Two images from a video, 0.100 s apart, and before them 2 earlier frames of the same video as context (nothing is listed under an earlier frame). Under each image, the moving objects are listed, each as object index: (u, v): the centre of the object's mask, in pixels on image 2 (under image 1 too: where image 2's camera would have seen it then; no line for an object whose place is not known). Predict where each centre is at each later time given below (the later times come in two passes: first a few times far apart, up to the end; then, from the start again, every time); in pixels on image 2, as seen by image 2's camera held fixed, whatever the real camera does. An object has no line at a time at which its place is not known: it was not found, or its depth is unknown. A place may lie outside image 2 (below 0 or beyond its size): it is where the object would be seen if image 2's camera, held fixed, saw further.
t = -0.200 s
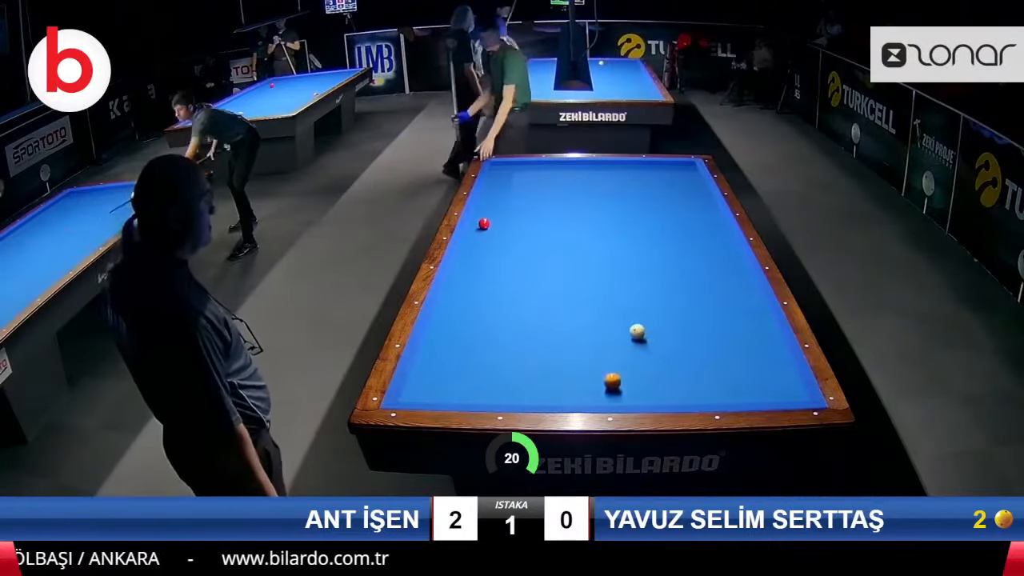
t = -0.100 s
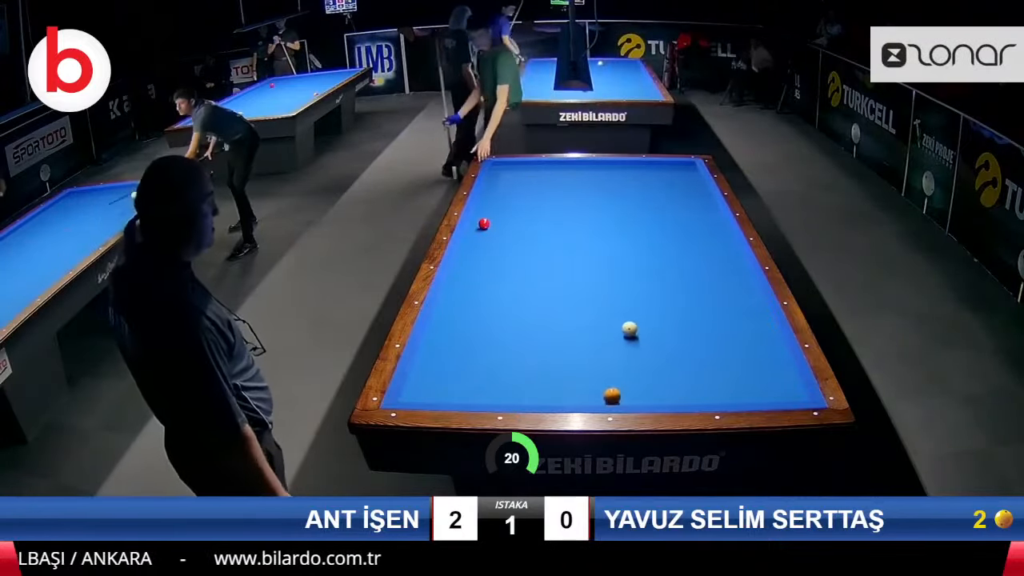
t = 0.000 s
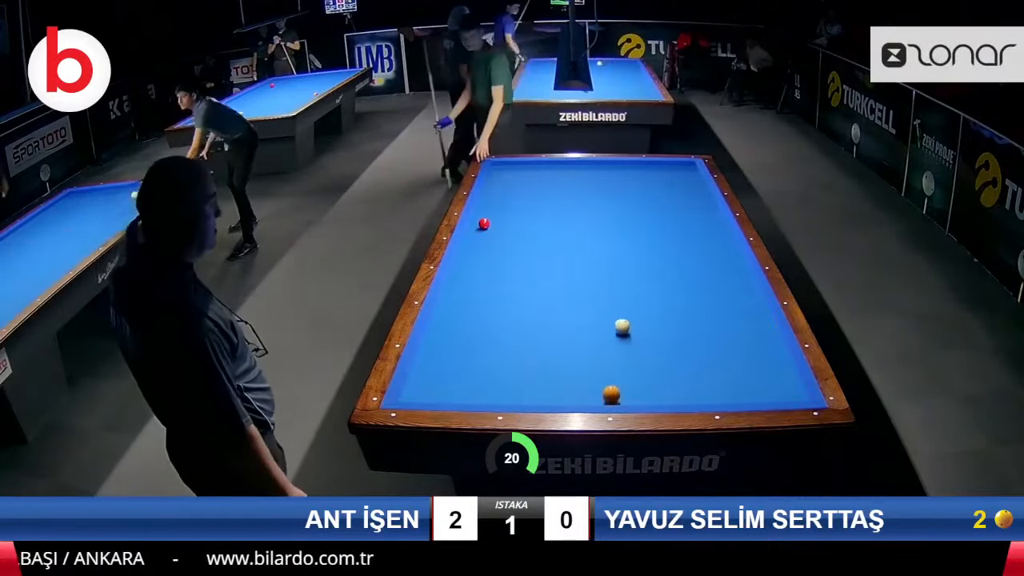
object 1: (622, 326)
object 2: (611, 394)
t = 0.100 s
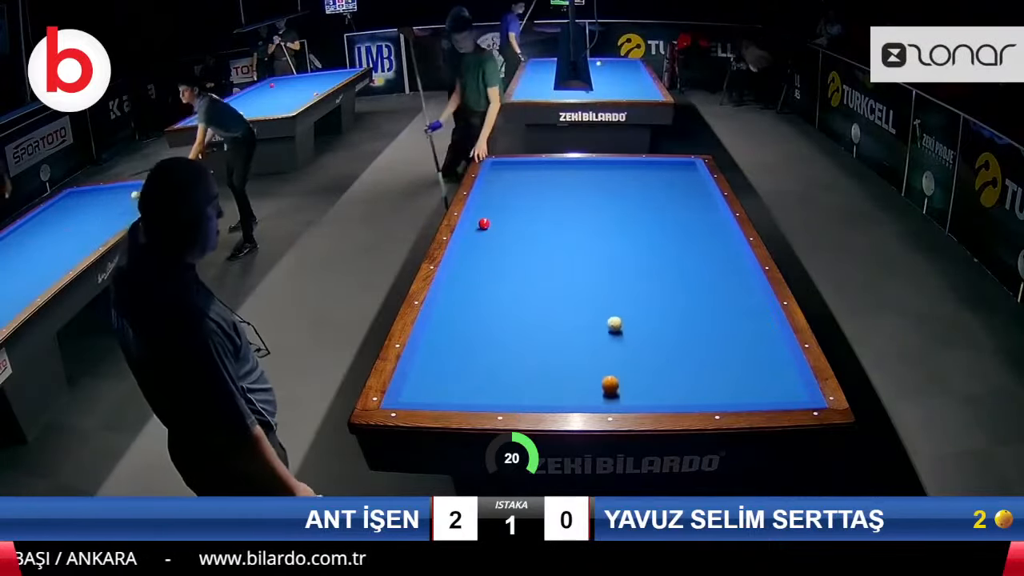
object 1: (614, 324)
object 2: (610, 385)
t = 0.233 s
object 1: (605, 320)
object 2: (609, 374)
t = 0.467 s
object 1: (588, 315)
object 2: (606, 356)
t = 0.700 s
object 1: (573, 310)
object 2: (604, 341)
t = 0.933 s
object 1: (558, 305)
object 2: (603, 325)
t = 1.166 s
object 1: (544, 301)
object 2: (601, 312)
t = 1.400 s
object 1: (531, 297)
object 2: (599, 300)
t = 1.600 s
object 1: (520, 293)
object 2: (598, 291)
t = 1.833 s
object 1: (509, 290)
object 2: (597, 281)
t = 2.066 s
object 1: (498, 286)
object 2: (595, 271)
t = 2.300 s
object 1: (487, 283)
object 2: (594, 263)
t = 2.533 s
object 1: (478, 280)
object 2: (592, 254)
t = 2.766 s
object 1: (468, 277)
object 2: (591, 247)
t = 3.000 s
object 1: (460, 274)
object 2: (590, 240)
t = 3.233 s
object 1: (457, 272)
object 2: (589, 233)
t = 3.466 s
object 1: (462, 270)
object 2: (589, 227)
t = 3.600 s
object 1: (464, 269)
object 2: (588, 224)
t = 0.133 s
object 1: (612, 323)
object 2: (610, 382)
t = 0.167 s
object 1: (609, 322)
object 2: (609, 379)
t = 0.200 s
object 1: (607, 322)
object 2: (609, 377)
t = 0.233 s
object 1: (605, 320)
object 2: (609, 374)
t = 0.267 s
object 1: (602, 320)
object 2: (609, 371)
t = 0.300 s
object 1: (600, 319)
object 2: (608, 369)
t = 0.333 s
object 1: (597, 318)
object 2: (608, 366)
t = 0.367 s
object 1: (595, 318)
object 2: (607, 363)
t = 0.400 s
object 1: (593, 317)
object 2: (607, 361)
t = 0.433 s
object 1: (591, 316)
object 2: (607, 359)
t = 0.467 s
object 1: (588, 315)
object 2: (606, 356)
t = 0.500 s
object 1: (586, 315)
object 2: (606, 354)
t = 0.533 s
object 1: (584, 314)
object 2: (606, 352)
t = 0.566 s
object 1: (582, 313)
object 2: (605, 349)
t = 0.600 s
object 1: (579, 312)
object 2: (605, 347)
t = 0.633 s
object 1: (577, 312)
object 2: (605, 345)
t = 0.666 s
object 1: (575, 311)
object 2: (605, 343)
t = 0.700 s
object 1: (573, 310)
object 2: (604, 341)
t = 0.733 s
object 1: (571, 310)
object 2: (604, 338)
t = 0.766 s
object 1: (568, 309)
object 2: (604, 336)
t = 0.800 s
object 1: (567, 308)
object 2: (604, 334)
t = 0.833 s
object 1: (564, 307)
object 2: (603, 332)
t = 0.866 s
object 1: (562, 307)
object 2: (603, 330)
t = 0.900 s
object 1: (560, 306)
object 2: (603, 328)
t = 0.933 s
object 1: (558, 305)
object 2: (603, 325)
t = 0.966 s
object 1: (556, 305)
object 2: (602, 324)
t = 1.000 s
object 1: (554, 304)
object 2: (602, 322)
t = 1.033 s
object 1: (552, 304)
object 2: (602, 320)
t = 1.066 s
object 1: (550, 303)
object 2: (602, 318)
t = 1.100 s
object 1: (548, 302)
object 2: (601, 316)
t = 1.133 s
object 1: (546, 301)
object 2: (601, 315)
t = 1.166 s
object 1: (544, 301)
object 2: (601, 312)
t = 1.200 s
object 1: (542, 300)
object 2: (600, 311)
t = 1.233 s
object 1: (540, 300)
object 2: (600, 309)
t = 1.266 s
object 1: (538, 299)
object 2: (600, 307)
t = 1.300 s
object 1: (537, 298)
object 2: (600, 305)
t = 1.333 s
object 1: (535, 298)
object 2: (600, 303)
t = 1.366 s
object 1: (533, 297)
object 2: (599, 302)
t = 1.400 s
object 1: (531, 297)
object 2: (599, 300)
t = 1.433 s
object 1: (529, 296)
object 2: (599, 299)
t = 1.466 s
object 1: (528, 296)
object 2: (599, 297)
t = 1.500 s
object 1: (526, 295)
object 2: (598, 295)
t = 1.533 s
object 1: (524, 294)
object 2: (598, 294)
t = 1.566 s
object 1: (522, 294)
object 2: (598, 292)
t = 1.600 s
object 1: (520, 293)
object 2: (598, 291)
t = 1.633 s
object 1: (519, 293)
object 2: (598, 289)
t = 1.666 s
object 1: (517, 292)
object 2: (597, 288)
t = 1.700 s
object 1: (515, 292)
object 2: (597, 286)
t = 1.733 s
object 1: (514, 291)
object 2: (597, 285)
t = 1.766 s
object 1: (512, 291)
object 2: (597, 284)
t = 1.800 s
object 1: (510, 290)
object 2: (597, 282)
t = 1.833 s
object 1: (509, 290)
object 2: (597, 281)
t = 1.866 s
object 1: (507, 289)
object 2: (596, 279)
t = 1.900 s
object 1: (505, 289)
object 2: (596, 278)
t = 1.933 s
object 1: (504, 288)
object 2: (596, 277)
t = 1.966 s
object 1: (502, 288)
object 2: (596, 275)
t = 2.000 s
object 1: (501, 287)
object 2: (596, 274)
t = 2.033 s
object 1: (499, 287)
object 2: (595, 273)
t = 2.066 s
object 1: (498, 286)
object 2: (595, 271)
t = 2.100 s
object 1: (496, 286)
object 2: (595, 270)
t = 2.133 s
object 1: (495, 285)
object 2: (595, 269)
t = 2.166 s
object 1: (493, 285)
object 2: (594, 267)
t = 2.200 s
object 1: (492, 284)
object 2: (594, 266)
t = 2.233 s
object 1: (490, 284)
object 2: (594, 265)
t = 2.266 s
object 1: (489, 283)
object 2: (594, 264)
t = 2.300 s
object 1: (487, 283)
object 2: (594, 263)
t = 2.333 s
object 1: (486, 282)
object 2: (593, 261)
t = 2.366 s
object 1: (484, 282)
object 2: (593, 260)
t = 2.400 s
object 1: (483, 282)
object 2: (593, 259)
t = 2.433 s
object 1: (482, 281)
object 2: (593, 258)
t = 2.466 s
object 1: (480, 281)
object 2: (593, 257)
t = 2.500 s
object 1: (479, 280)
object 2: (592, 255)
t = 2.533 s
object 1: (478, 280)
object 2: (592, 254)
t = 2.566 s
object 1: (476, 279)
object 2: (592, 253)
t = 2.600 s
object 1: (475, 279)
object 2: (592, 252)
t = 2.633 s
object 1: (473, 279)
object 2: (592, 251)
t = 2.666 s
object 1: (472, 278)
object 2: (591, 250)
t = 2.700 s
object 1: (471, 278)
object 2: (591, 249)
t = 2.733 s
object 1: (470, 277)
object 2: (591, 248)
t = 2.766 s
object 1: (468, 277)
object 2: (591, 247)
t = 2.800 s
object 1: (467, 276)
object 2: (591, 246)
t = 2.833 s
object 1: (466, 276)
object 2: (591, 245)
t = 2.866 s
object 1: (465, 275)
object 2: (591, 244)
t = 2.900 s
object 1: (464, 275)
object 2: (590, 243)
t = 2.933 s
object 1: (462, 275)
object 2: (590, 242)
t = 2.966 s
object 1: (461, 274)
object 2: (590, 241)
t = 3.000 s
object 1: (460, 274)
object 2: (590, 240)
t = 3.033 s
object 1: (459, 273)
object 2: (590, 239)
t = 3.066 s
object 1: (458, 273)
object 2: (590, 238)
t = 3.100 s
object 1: (457, 273)
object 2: (590, 237)
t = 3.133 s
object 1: (455, 272)
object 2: (590, 236)
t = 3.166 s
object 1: (455, 272)
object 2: (590, 235)
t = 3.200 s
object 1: (456, 272)
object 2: (590, 234)
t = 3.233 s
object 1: (457, 272)
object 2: (589, 233)
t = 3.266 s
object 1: (458, 271)
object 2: (589, 233)
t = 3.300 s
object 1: (458, 271)
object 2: (589, 232)
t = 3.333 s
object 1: (459, 271)
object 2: (589, 231)
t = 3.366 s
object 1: (460, 271)
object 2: (589, 230)
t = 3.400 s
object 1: (460, 270)
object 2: (589, 229)
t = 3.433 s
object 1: (461, 270)
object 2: (589, 228)
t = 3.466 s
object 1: (462, 270)
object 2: (589, 227)
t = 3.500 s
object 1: (463, 270)
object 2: (588, 226)
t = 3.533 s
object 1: (463, 269)
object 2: (588, 226)
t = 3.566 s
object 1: (464, 269)
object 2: (588, 225)
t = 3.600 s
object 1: (464, 269)
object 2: (588, 224)
